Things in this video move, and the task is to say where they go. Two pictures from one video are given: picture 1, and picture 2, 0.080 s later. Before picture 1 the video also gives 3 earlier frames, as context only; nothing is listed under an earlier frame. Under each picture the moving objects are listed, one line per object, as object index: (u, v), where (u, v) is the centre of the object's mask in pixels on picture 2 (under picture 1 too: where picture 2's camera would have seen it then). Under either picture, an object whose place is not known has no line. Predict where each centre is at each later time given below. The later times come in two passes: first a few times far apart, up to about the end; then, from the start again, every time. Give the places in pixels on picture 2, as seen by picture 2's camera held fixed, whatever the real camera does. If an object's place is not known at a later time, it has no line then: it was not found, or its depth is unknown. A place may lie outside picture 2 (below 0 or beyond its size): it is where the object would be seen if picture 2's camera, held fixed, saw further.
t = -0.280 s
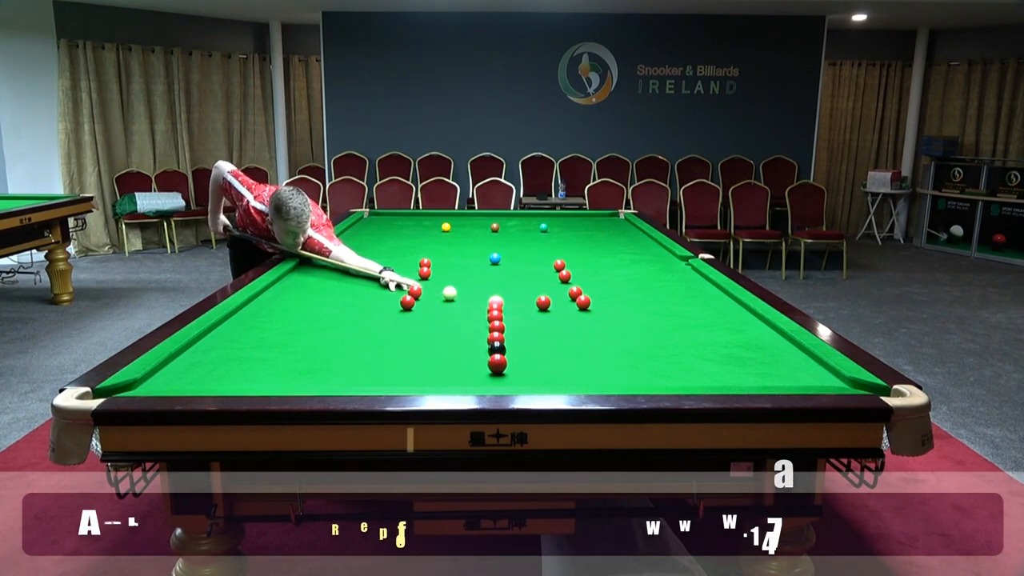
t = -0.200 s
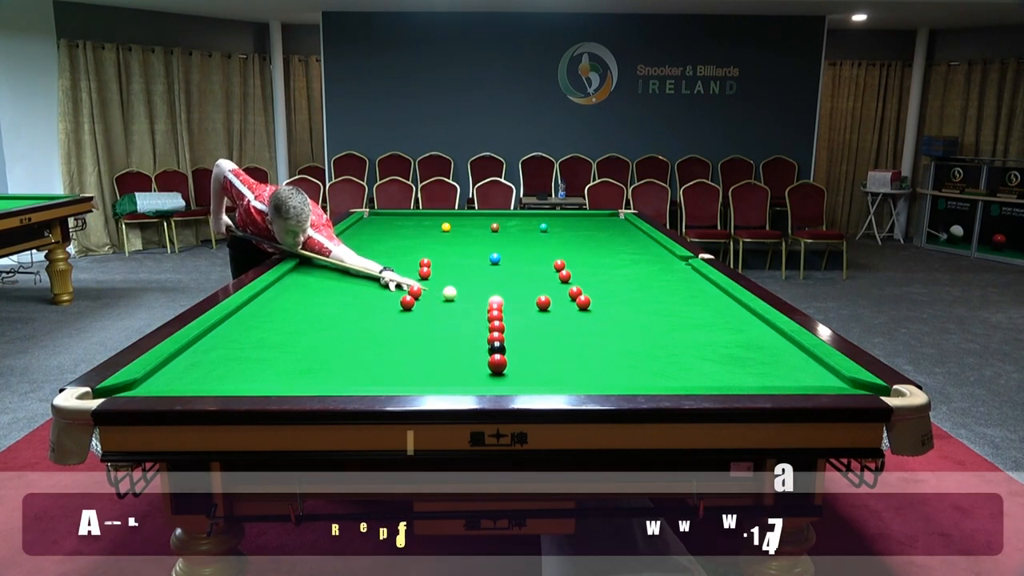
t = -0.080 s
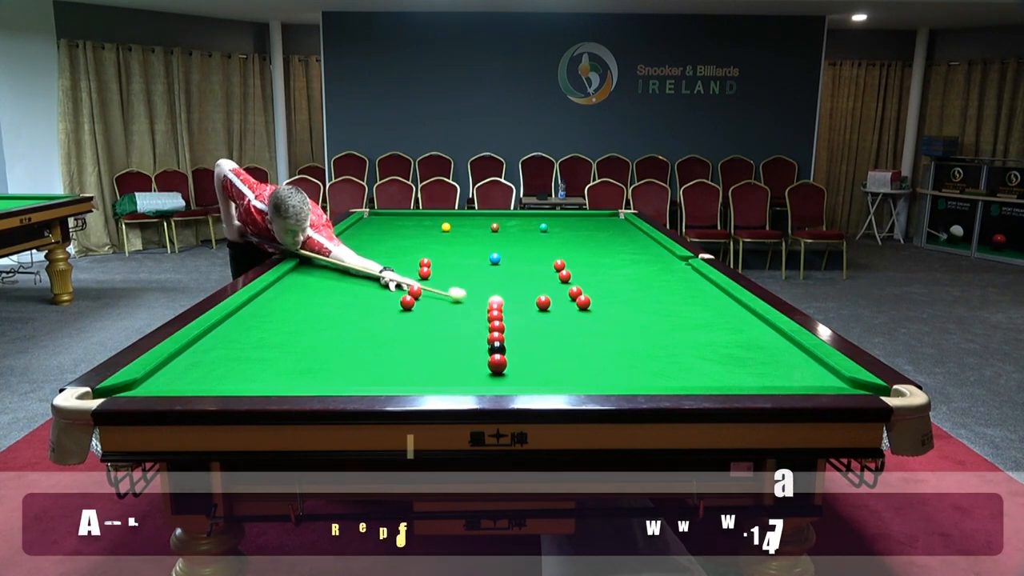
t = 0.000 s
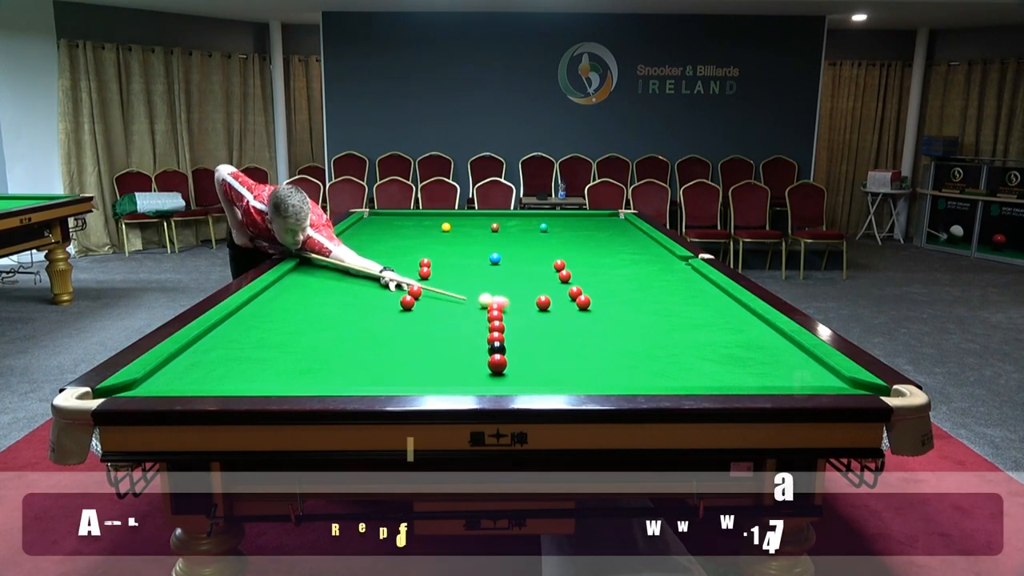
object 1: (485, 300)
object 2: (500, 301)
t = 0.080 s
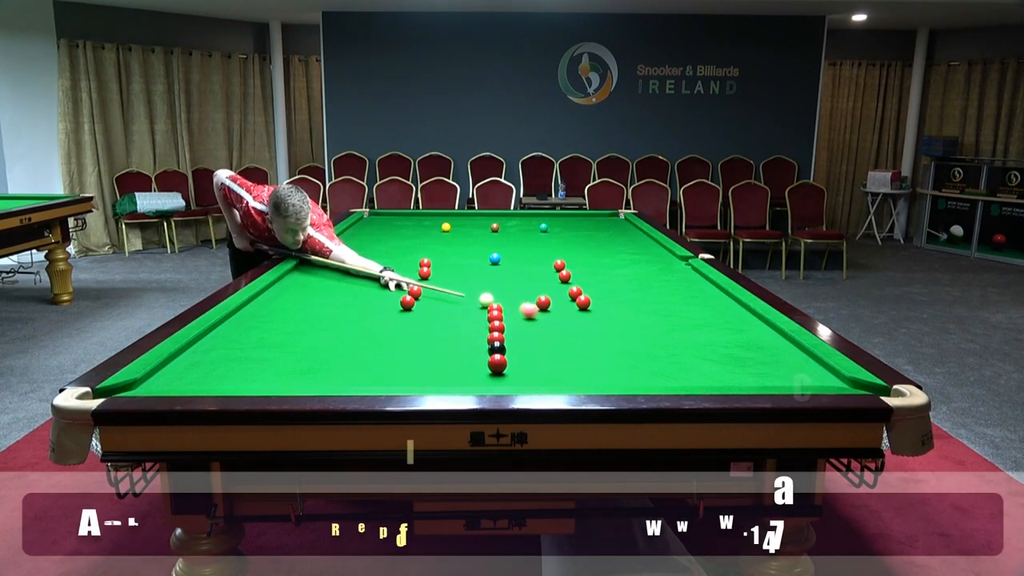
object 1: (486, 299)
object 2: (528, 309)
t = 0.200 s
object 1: (485, 298)
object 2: (572, 319)
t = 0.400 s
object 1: (482, 297)
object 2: (644, 336)
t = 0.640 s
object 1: (480, 295)
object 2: (746, 360)
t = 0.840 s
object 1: (478, 293)
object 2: (849, 382)
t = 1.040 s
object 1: (477, 292)
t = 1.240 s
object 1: (475, 291)
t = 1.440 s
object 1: (474, 291)
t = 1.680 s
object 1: (473, 290)
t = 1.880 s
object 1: (472, 289)
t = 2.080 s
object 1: (471, 289)
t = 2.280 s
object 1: (471, 290)
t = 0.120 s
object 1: (486, 299)
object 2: (544, 313)
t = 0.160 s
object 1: (485, 299)
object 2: (558, 316)
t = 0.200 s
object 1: (485, 298)
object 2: (572, 319)
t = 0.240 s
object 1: (484, 298)
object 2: (586, 323)
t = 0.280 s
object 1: (483, 297)
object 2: (600, 325)
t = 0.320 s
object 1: (483, 297)
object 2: (614, 329)
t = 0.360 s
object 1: (483, 297)
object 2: (629, 332)
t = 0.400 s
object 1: (482, 297)
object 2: (644, 336)
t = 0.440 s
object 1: (482, 296)
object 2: (660, 340)
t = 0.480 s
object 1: (481, 296)
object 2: (676, 344)
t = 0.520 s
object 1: (481, 296)
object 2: (693, 348)
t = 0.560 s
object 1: (481, 295)
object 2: (710, 352)
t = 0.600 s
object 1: (480, 295)
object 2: (727, 356)
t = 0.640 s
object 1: (480, 295)
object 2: (746, 360)
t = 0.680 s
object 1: (479, 294)
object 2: (765, 364)
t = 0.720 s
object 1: (479, 294)
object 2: (784, 369)
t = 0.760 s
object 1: (479, 294)
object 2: (805, 374)
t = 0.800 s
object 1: (479, 294)
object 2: (825, 377)
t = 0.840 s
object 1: (478, 293)
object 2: (849, 382)
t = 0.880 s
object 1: (478, 293)
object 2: (870, 387)
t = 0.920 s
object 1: (477, 293)
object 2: (889, 394)
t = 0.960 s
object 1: (477, 293)
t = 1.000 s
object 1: (477, 292)
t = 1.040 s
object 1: (477, 292)
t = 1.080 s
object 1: (476, 292)
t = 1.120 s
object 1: (476, 292)
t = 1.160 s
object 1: (475, 292)
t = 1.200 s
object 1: (475, 291)
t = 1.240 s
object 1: (475, 291)
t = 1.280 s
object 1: (475, 291)
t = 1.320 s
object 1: (475, 291)
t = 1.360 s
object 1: (474, 291)
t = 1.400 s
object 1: (474, 291)
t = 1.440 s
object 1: (474, 291)
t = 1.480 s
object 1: (474, 290)
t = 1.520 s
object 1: (474, 290)
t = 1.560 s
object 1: (473, 290)
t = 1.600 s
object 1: (473, 290)
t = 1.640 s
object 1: (473, 290)
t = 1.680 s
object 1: (473, 290)
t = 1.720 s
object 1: (472, 290)
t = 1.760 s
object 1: (472, 290)
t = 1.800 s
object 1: (472, 290)
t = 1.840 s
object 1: (472, 290)
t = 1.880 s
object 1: (472, 289)
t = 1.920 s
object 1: (472, 289)
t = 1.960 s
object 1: (471, 289)
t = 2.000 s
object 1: (471, 290)
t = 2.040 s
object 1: (471, 290)
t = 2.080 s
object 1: (471, 289)
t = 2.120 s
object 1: (471, 289)
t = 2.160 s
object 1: (471, 289)
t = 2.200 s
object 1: (471, 289)
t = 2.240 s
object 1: (471, 289)
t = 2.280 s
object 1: (471, 290)
